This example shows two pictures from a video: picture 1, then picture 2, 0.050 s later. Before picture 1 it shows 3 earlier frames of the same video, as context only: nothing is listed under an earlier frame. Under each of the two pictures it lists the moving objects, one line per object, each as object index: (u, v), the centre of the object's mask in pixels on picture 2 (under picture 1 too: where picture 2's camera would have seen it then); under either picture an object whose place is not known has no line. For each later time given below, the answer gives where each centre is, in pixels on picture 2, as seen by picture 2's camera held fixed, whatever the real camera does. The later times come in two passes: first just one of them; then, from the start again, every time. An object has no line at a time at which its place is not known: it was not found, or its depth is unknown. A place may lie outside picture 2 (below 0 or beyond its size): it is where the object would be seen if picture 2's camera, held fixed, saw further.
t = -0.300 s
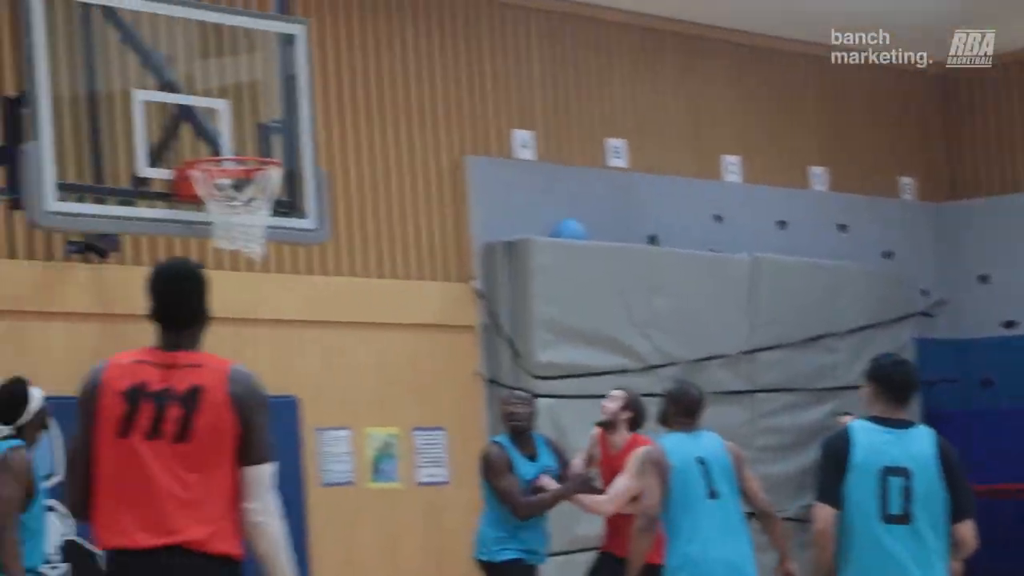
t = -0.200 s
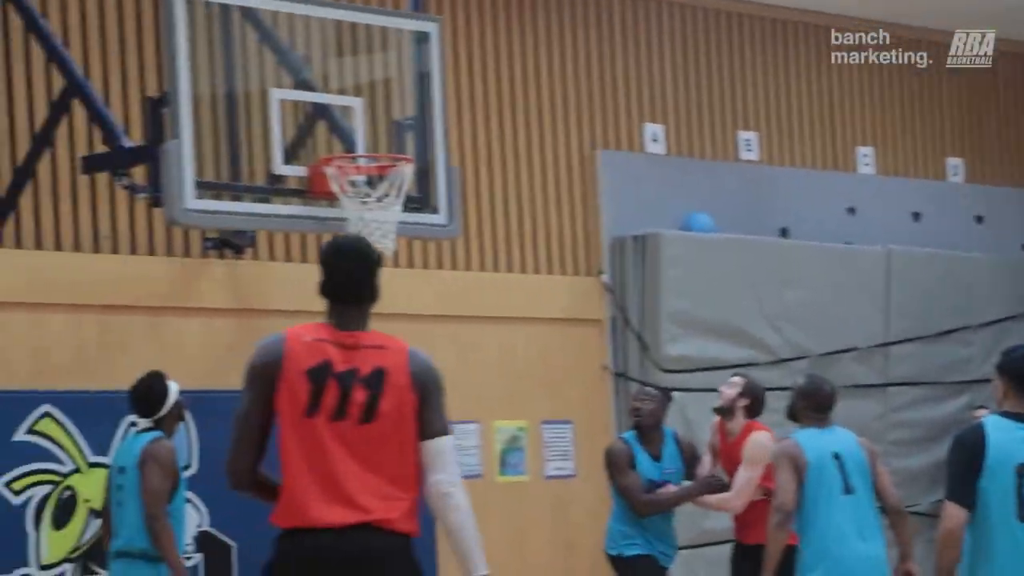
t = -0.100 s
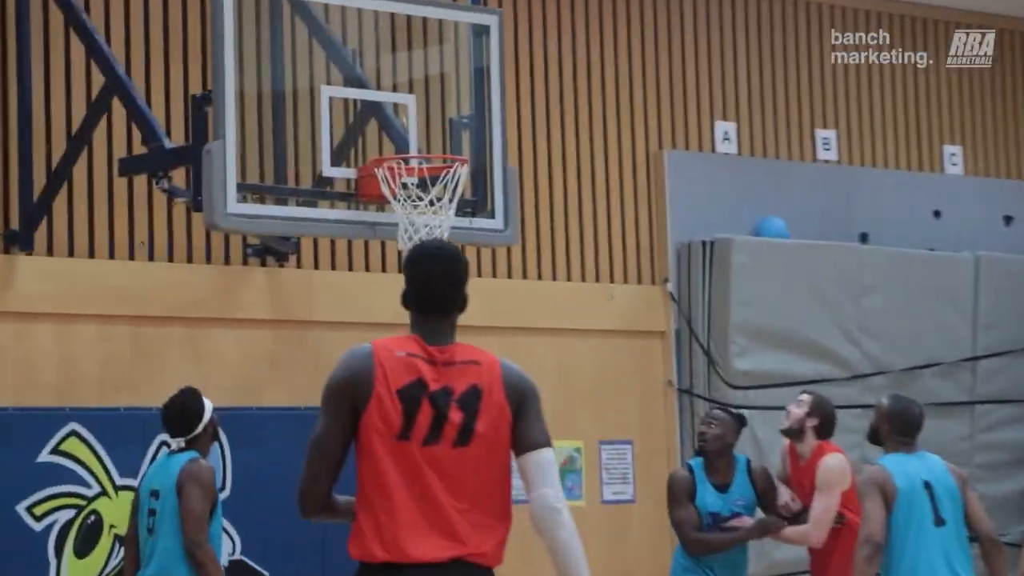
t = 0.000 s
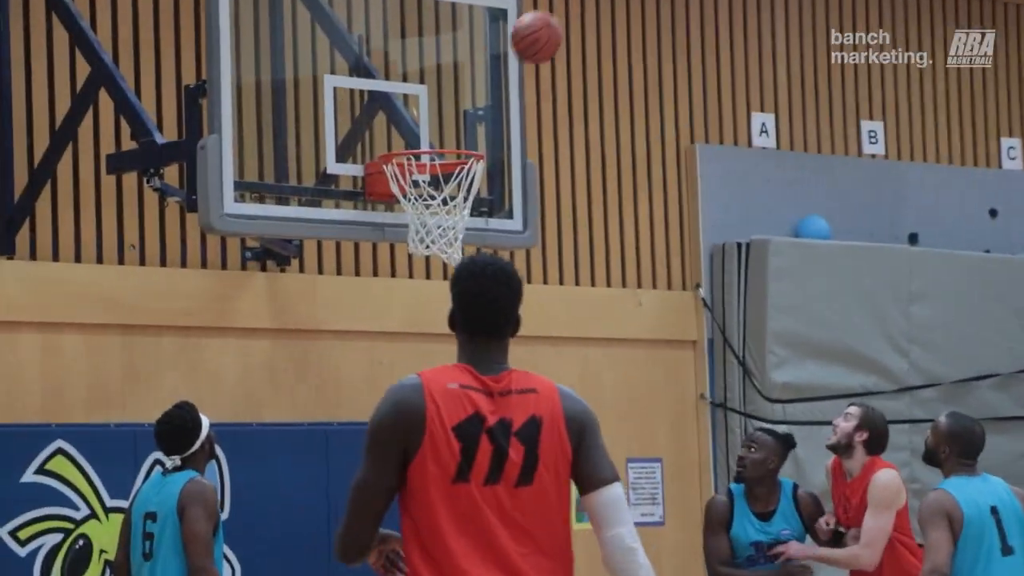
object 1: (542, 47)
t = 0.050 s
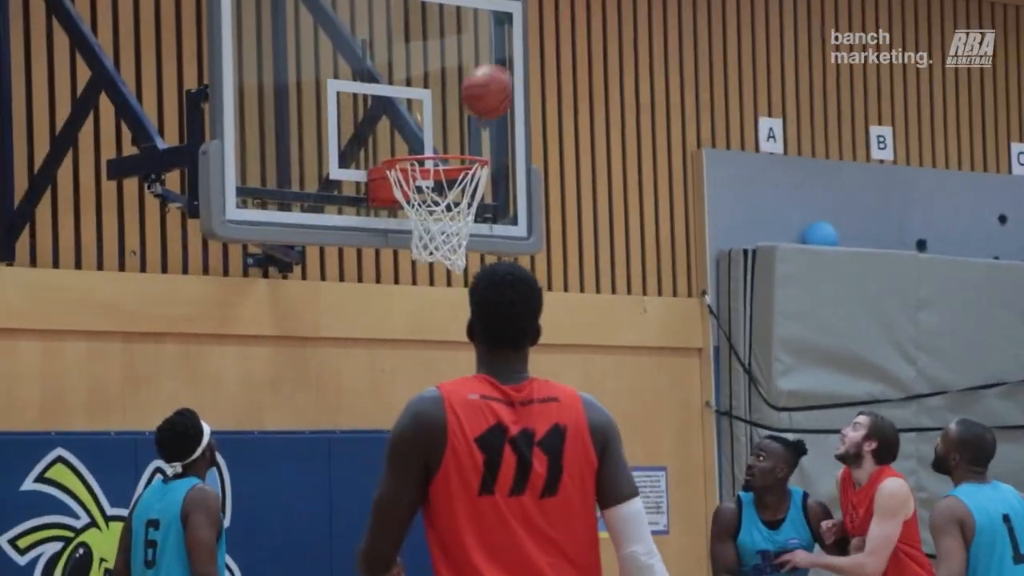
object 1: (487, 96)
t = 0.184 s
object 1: (407, 223)
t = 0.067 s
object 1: (469, 113)
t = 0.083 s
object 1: (451, 130)
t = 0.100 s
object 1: (433, 142)
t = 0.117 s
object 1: (418, 170)
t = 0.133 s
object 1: (404, 193)
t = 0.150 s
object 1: (404, 207)
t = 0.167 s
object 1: (404, 214)
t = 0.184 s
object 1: (407, 223)
